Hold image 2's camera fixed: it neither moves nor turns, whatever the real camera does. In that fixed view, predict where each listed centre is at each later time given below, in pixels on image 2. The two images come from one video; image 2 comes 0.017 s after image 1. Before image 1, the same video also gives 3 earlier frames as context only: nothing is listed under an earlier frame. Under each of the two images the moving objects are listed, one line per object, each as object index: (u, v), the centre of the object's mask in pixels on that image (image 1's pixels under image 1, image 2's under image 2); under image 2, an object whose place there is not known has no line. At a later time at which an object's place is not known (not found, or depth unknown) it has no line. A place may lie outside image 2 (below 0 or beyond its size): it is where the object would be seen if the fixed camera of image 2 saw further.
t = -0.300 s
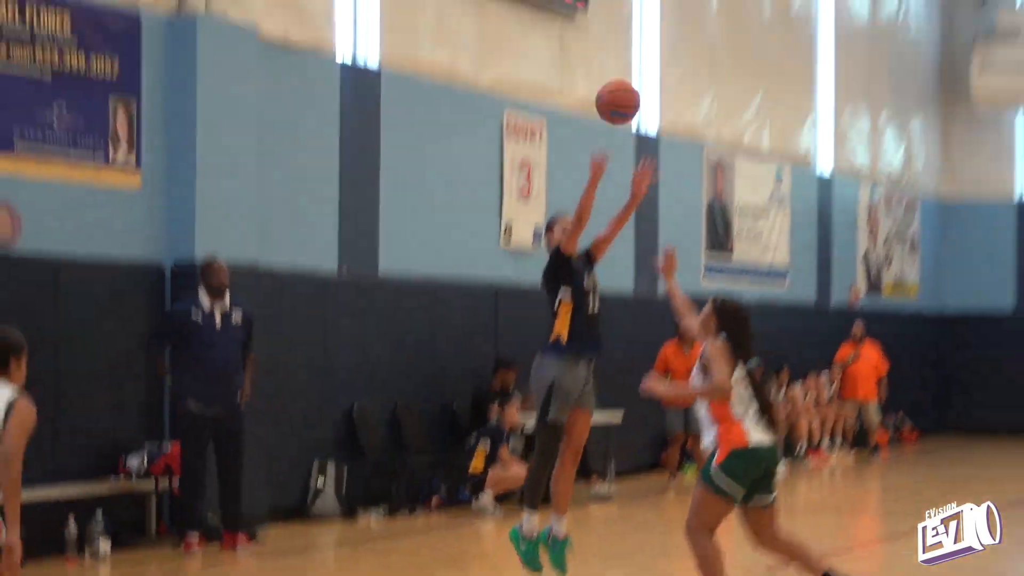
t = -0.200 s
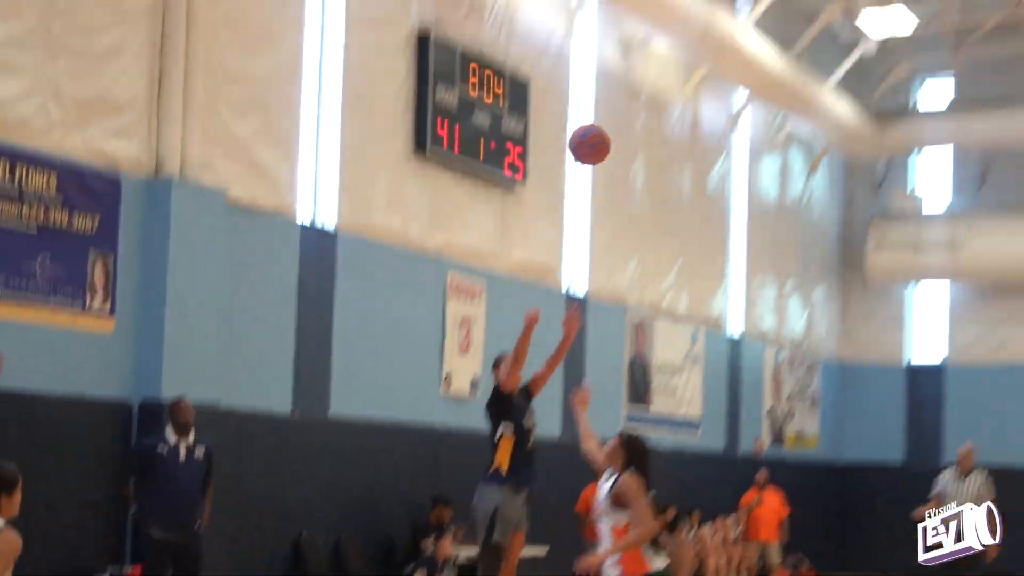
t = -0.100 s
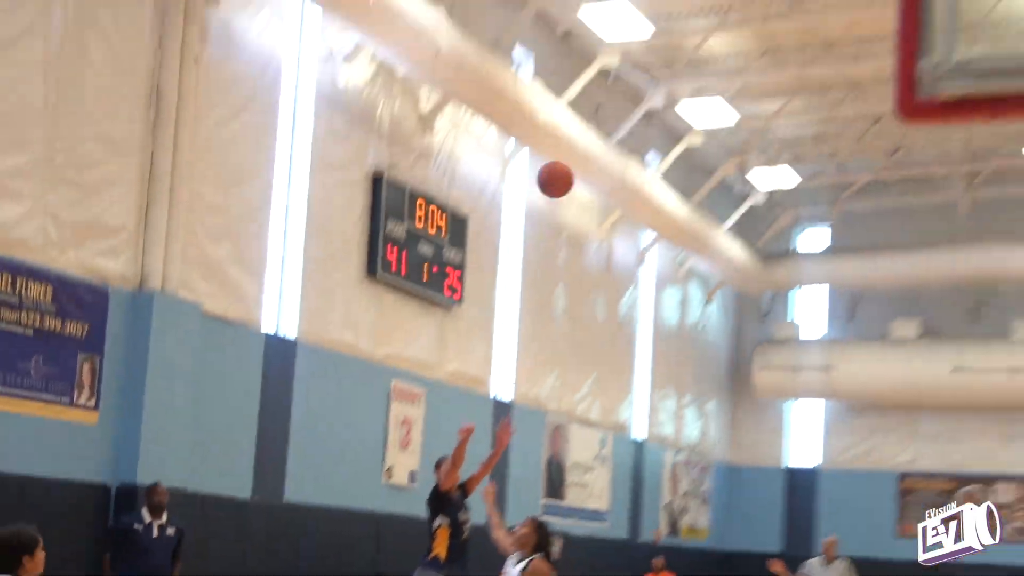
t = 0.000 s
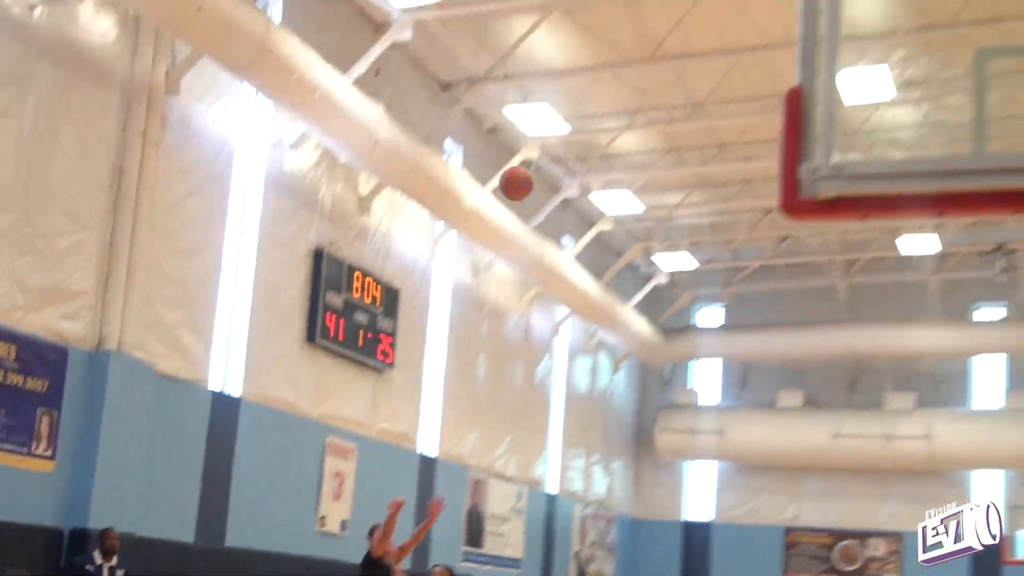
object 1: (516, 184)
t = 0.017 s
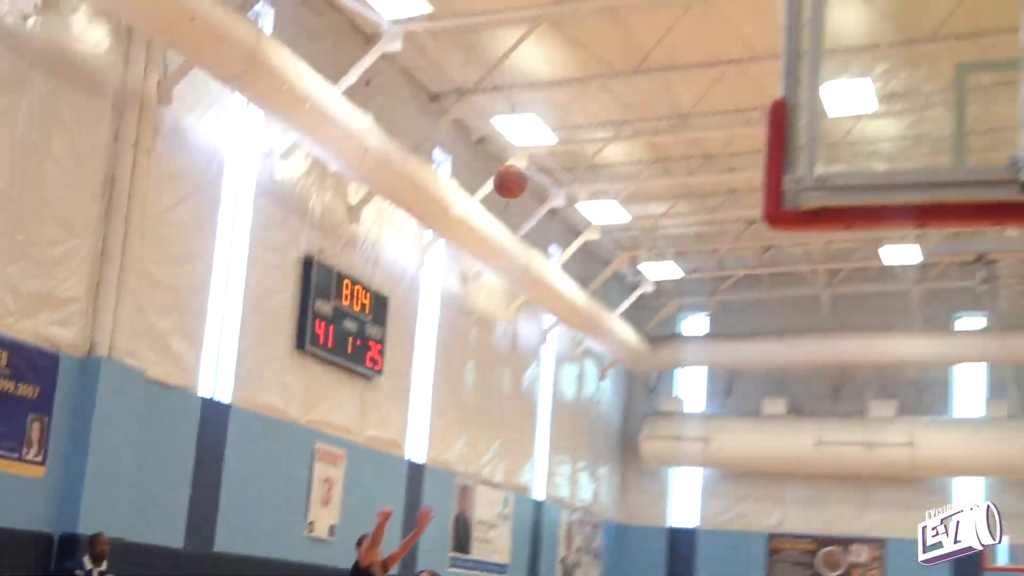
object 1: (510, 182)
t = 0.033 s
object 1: (517, 170)
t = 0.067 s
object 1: (530, 146)
